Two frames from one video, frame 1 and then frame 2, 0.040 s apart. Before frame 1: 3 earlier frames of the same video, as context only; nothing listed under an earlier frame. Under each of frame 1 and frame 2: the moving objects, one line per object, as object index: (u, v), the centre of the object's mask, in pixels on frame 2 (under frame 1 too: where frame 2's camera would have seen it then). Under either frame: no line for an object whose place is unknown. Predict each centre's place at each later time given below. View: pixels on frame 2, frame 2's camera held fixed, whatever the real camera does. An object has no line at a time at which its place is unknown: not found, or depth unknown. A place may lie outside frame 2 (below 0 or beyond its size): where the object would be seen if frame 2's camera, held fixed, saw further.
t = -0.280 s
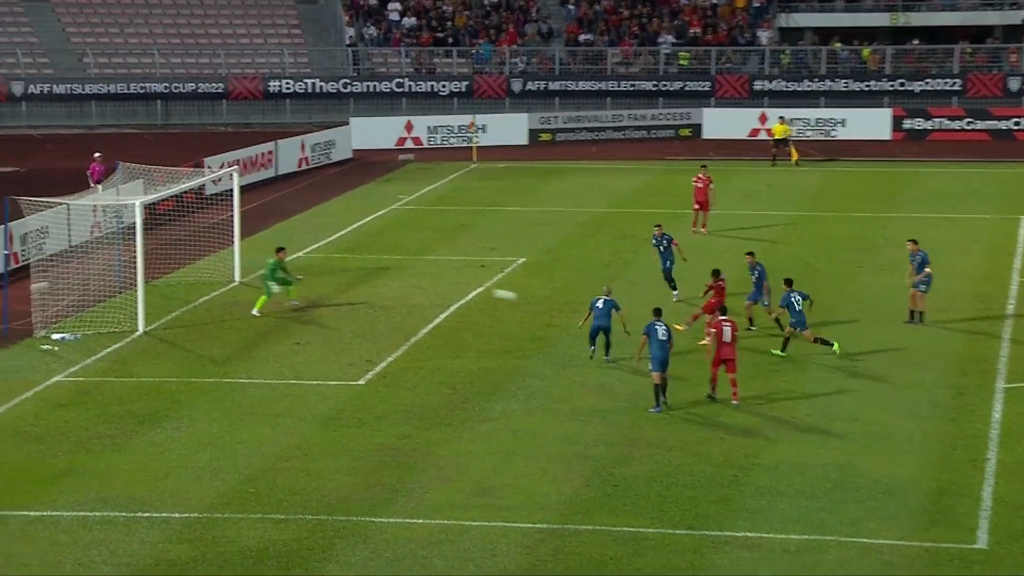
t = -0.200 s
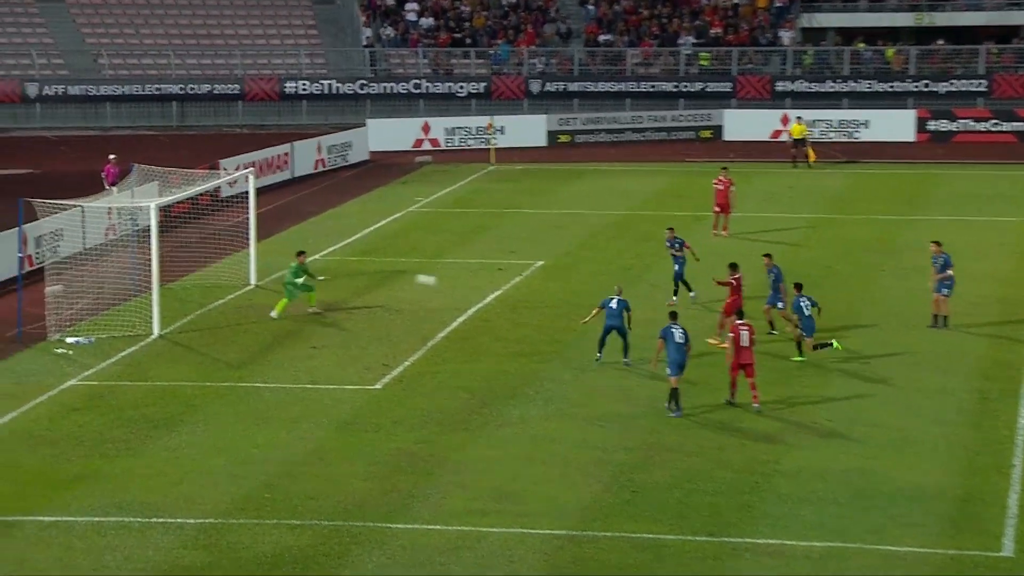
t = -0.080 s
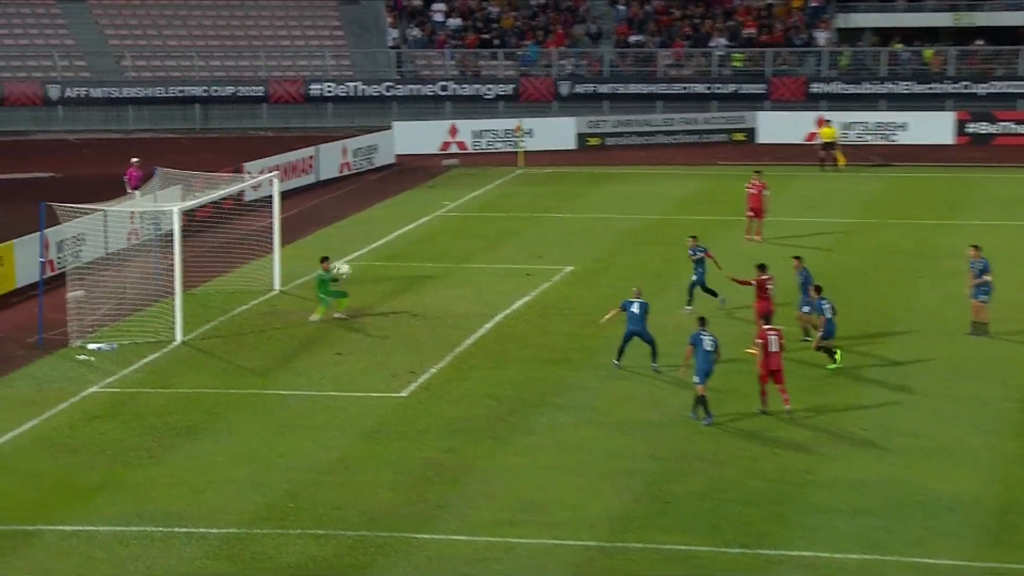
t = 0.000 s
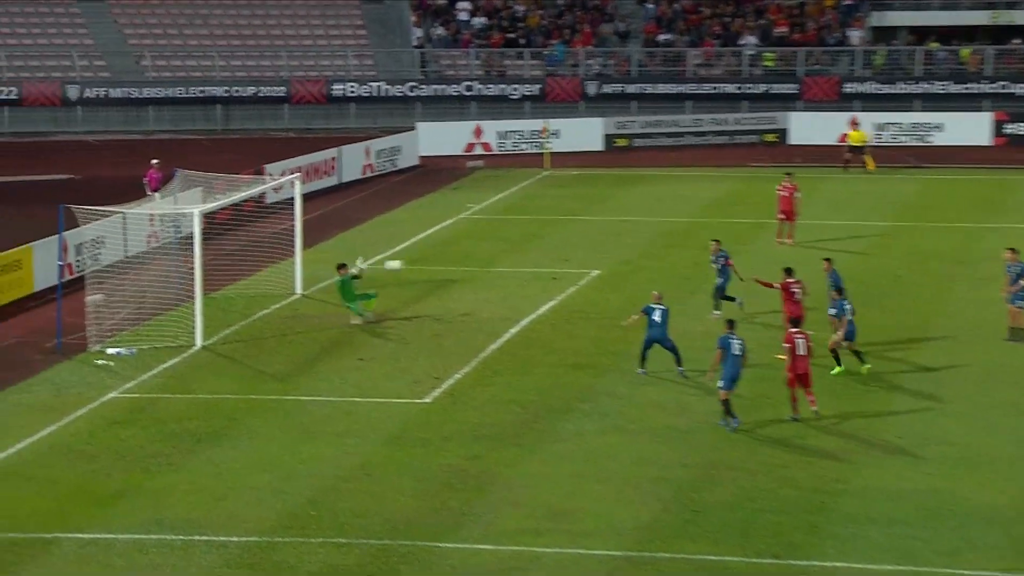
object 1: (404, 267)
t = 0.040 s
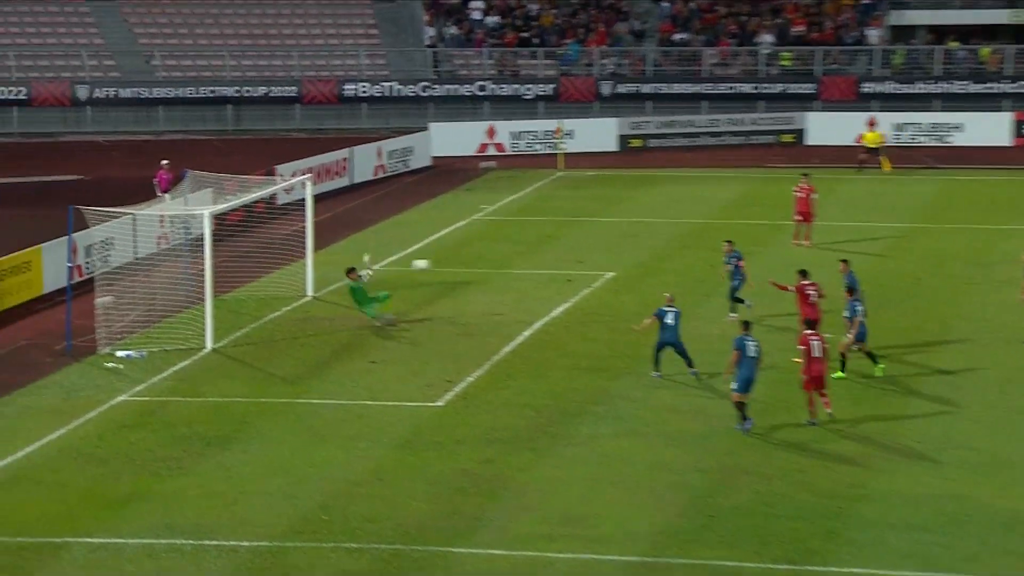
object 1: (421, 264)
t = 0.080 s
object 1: (437, 264)
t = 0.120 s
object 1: (452, 264)
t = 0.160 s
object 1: (467, 265)
